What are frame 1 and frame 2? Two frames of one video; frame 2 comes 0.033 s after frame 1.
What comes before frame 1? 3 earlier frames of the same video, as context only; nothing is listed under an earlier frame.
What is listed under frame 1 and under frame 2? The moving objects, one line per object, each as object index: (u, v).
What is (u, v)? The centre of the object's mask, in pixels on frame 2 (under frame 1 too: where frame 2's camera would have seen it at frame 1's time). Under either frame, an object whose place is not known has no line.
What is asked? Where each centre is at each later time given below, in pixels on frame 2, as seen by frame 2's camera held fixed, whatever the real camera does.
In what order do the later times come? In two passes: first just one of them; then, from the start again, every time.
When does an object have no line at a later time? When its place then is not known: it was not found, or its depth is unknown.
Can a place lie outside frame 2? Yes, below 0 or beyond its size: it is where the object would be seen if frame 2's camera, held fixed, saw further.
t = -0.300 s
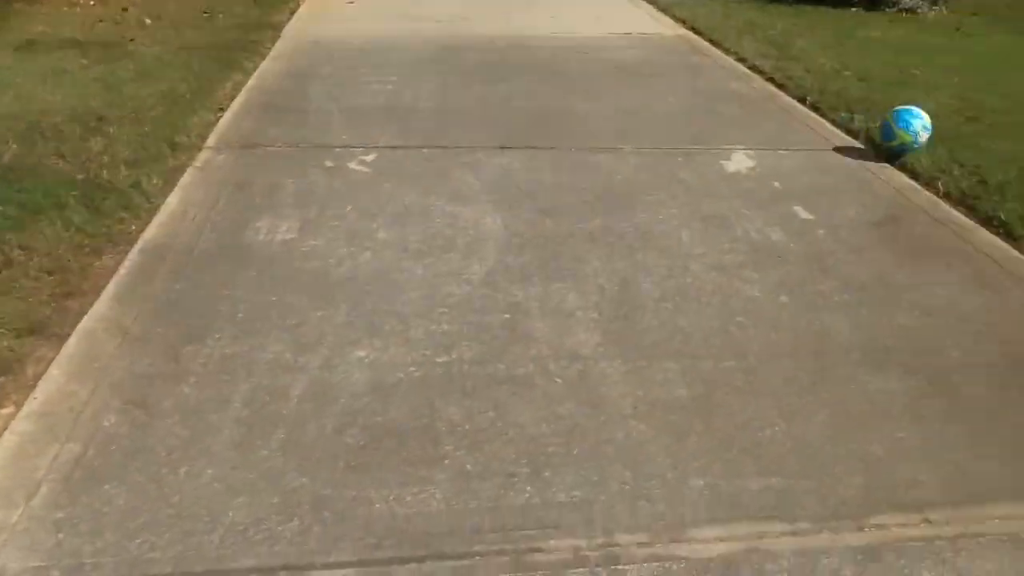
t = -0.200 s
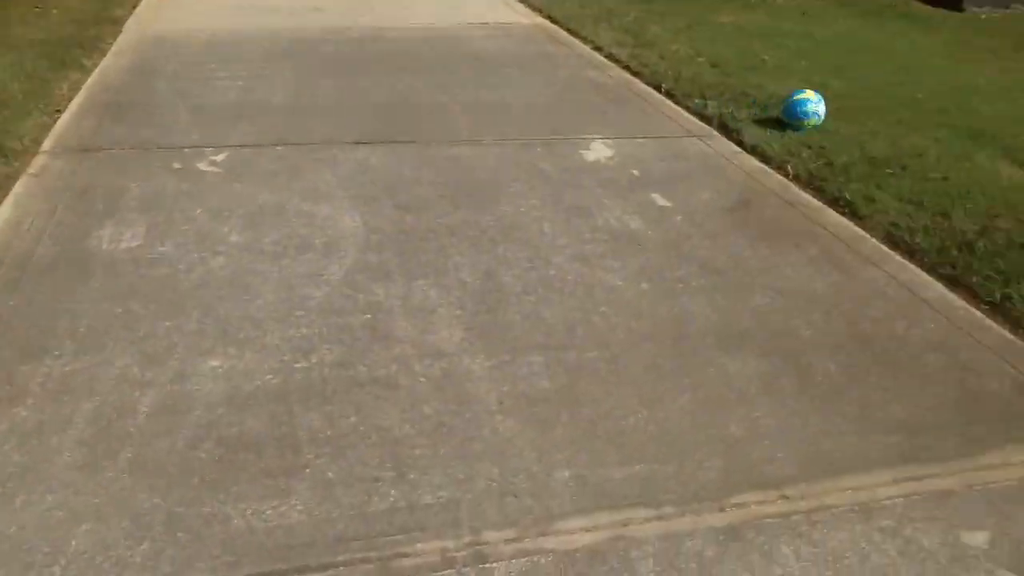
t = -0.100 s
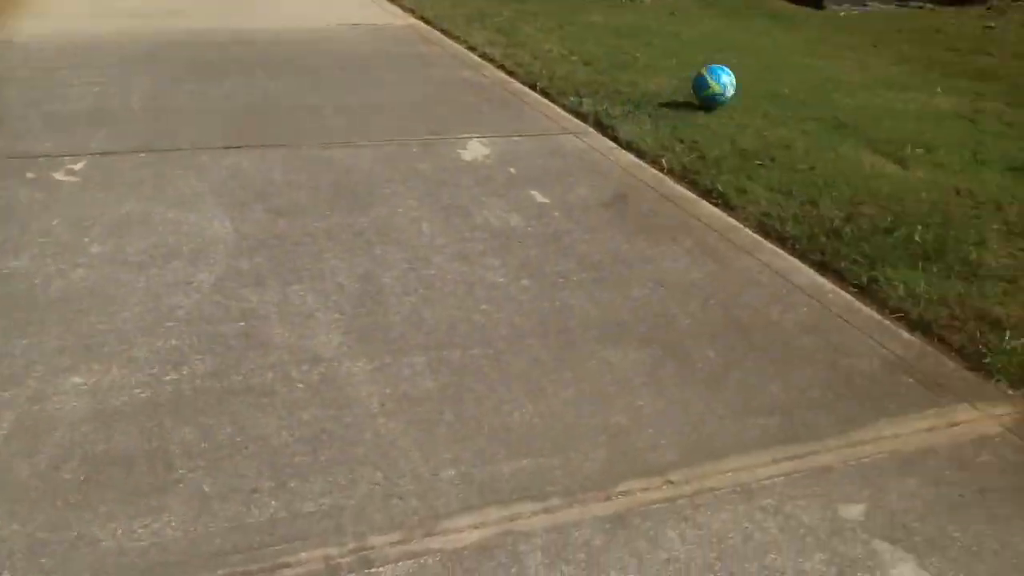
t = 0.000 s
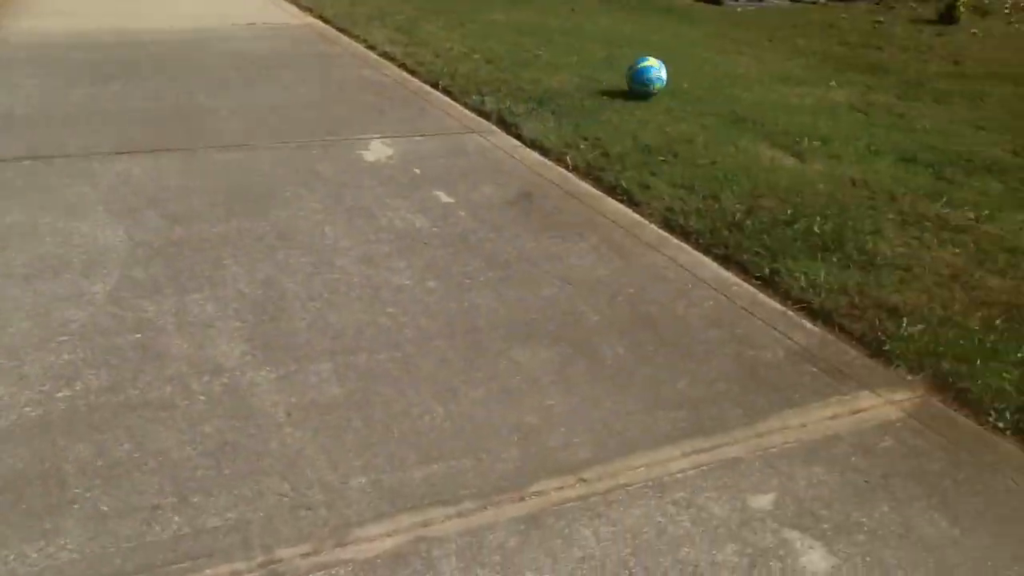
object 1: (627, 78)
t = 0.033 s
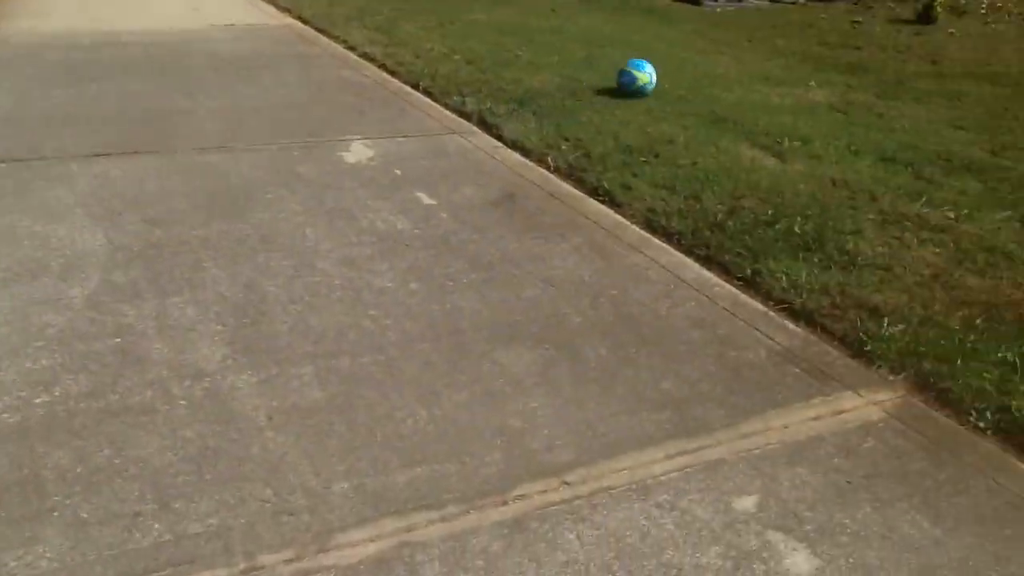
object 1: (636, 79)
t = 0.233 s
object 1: (688, 67)
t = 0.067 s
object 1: (647, 78)
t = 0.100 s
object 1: (655, 78)
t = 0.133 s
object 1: (664, 75)
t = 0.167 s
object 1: (672, 73)
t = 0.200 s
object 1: (681, 69)
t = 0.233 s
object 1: (688, 67)
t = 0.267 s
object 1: (696, 67)
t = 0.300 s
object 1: (702, 68)
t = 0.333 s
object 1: (709, 70)
